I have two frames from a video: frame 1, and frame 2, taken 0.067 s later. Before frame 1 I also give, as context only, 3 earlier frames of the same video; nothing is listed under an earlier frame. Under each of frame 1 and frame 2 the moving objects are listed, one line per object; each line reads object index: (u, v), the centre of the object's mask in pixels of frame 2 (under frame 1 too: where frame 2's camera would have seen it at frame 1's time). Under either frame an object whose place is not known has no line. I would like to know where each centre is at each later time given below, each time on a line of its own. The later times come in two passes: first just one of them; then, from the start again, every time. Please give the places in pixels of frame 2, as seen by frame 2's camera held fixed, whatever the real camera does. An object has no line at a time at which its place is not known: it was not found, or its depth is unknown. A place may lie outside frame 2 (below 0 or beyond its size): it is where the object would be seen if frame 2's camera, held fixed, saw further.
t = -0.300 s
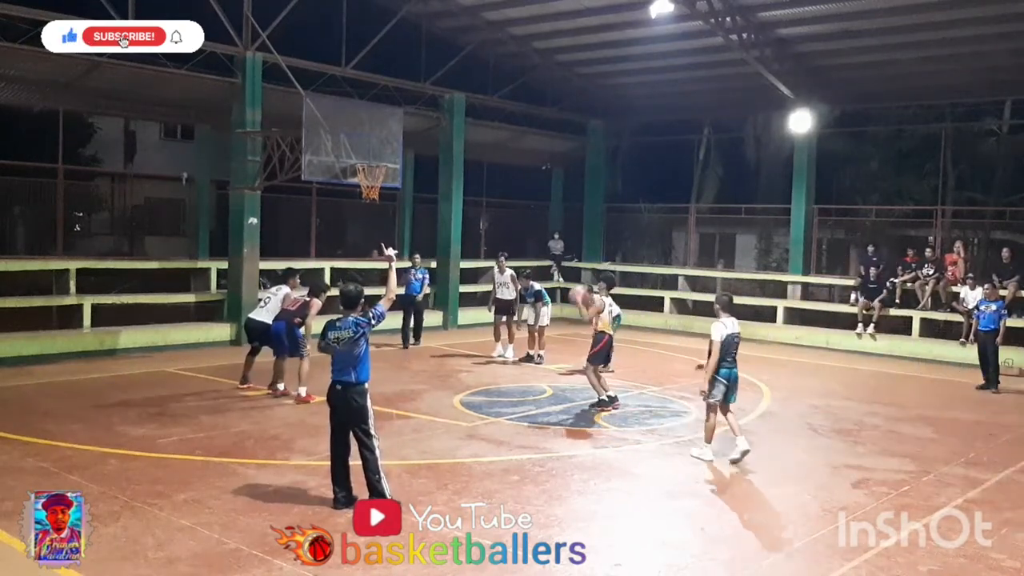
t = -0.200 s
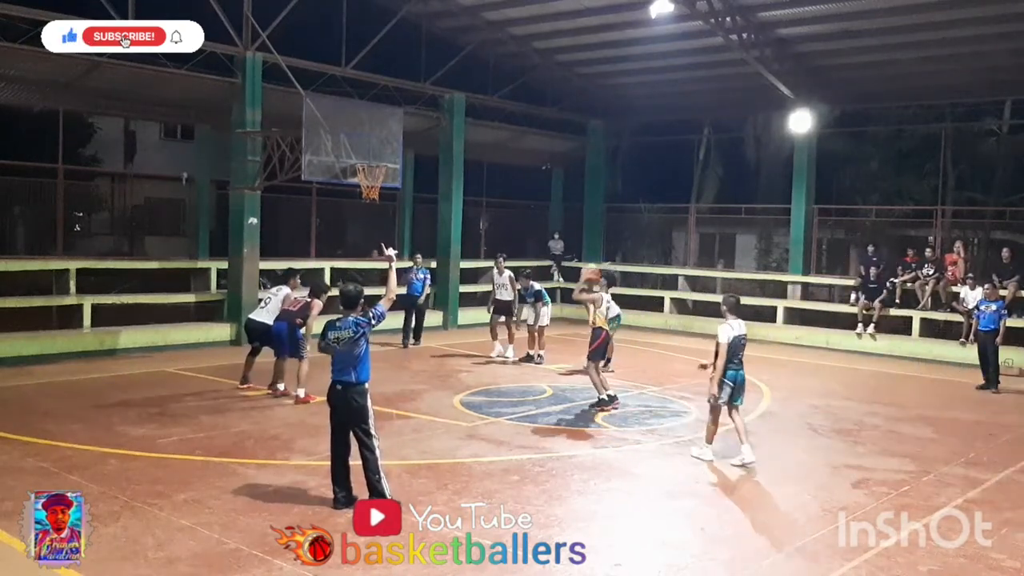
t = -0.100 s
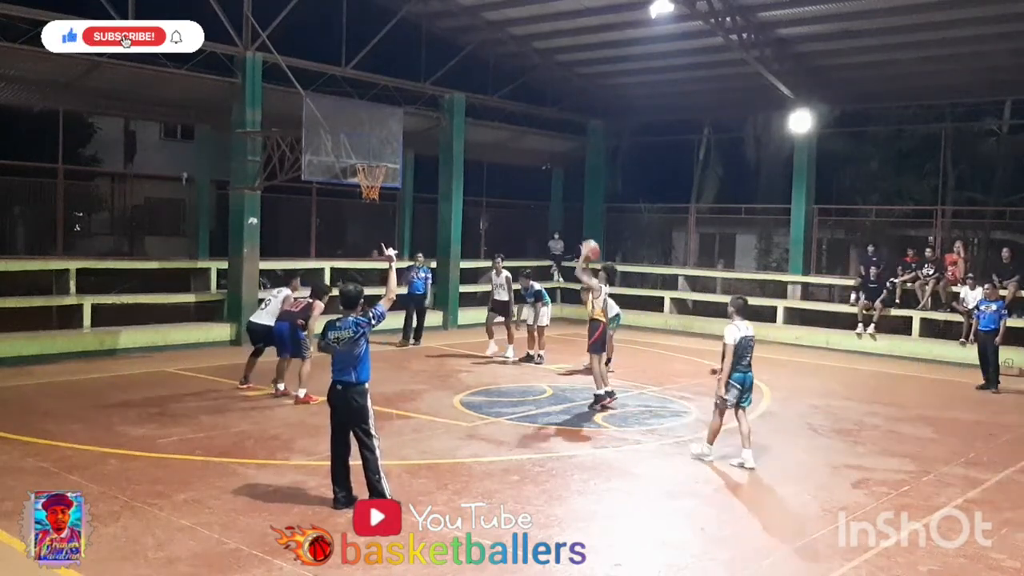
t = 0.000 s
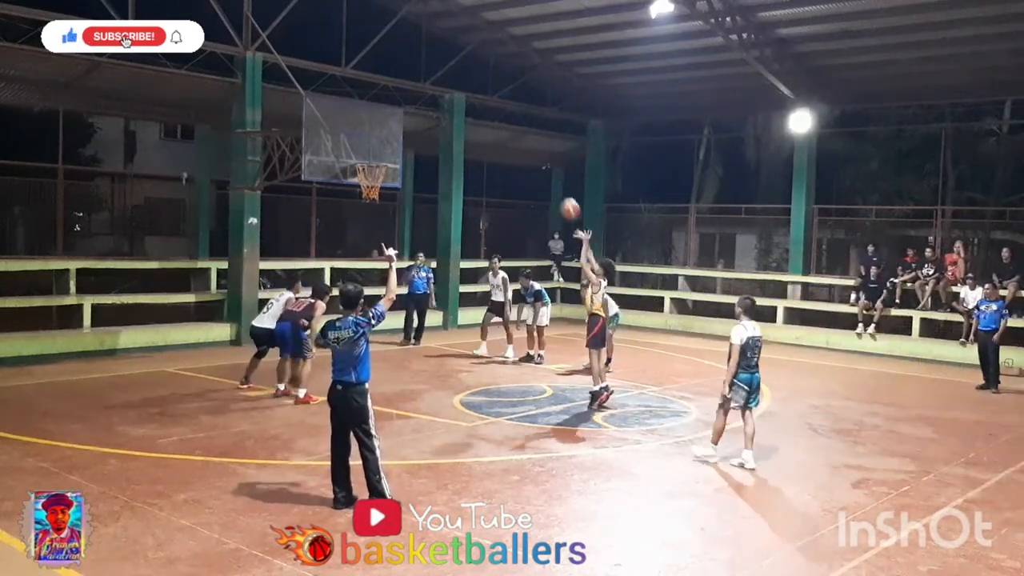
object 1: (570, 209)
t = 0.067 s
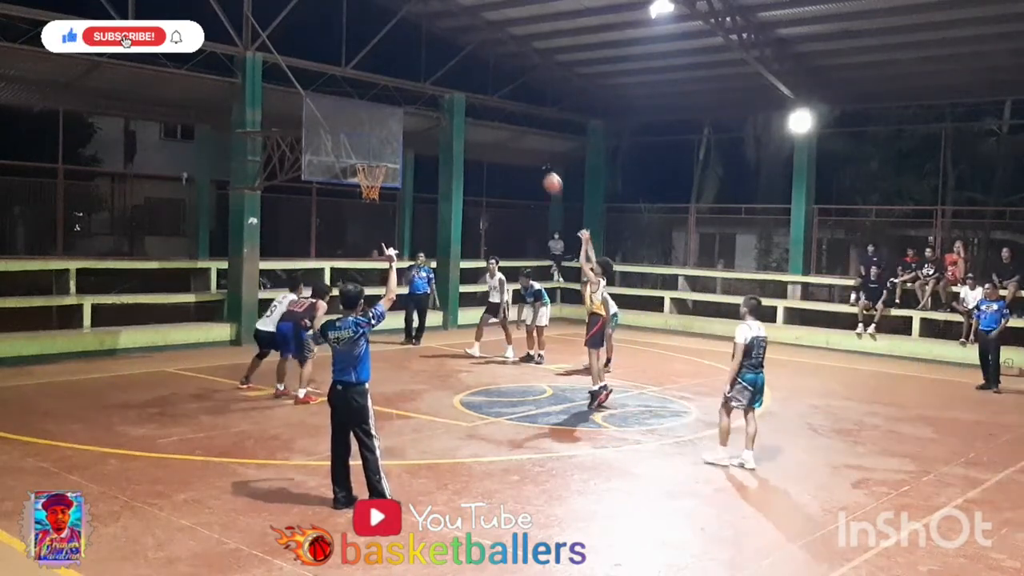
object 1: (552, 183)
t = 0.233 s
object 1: (511, 137)
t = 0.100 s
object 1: (544, 172)
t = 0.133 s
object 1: (535, 162)
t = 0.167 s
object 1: (527, 152)
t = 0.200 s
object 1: (519, 144)
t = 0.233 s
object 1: (511, 137)
